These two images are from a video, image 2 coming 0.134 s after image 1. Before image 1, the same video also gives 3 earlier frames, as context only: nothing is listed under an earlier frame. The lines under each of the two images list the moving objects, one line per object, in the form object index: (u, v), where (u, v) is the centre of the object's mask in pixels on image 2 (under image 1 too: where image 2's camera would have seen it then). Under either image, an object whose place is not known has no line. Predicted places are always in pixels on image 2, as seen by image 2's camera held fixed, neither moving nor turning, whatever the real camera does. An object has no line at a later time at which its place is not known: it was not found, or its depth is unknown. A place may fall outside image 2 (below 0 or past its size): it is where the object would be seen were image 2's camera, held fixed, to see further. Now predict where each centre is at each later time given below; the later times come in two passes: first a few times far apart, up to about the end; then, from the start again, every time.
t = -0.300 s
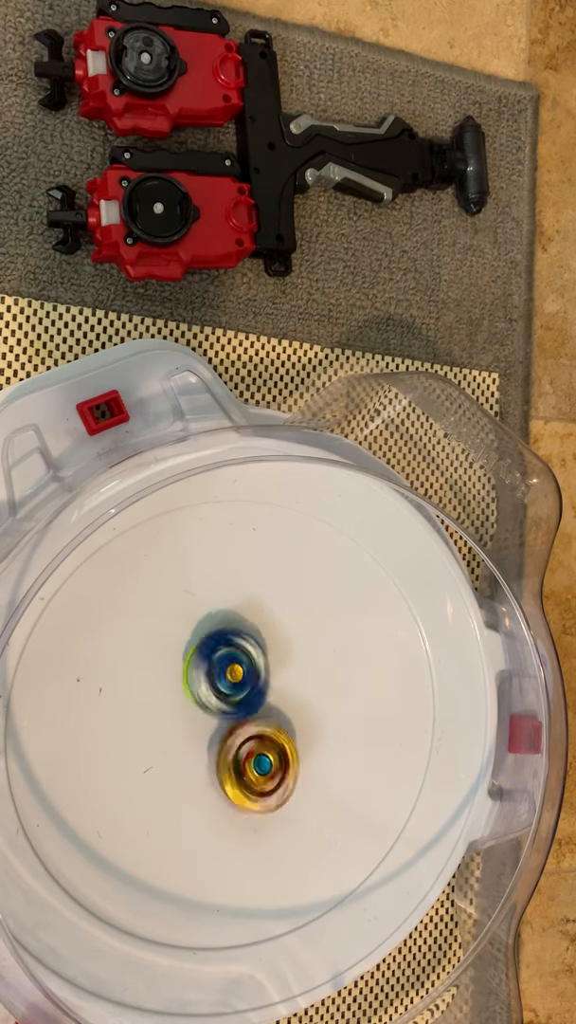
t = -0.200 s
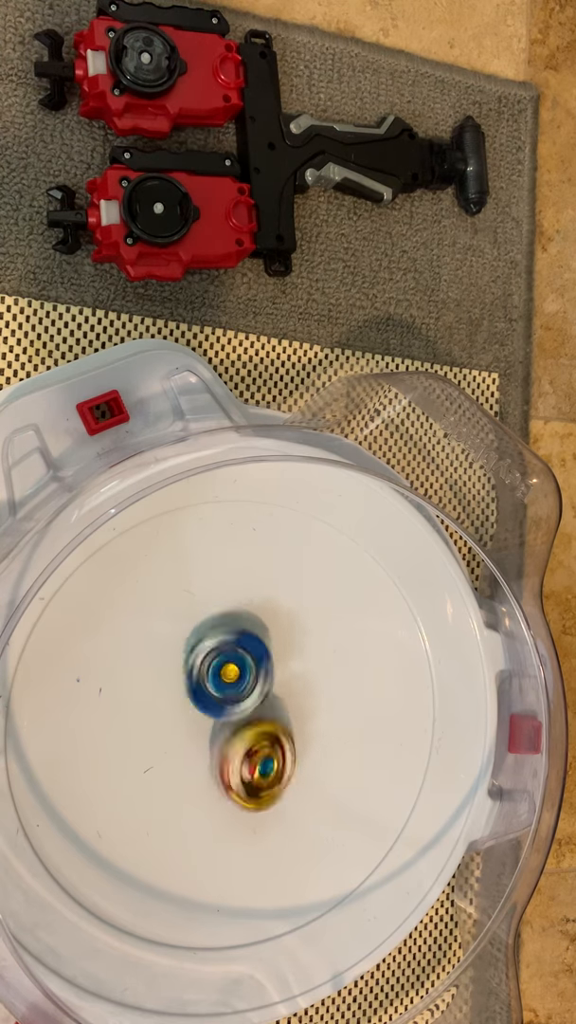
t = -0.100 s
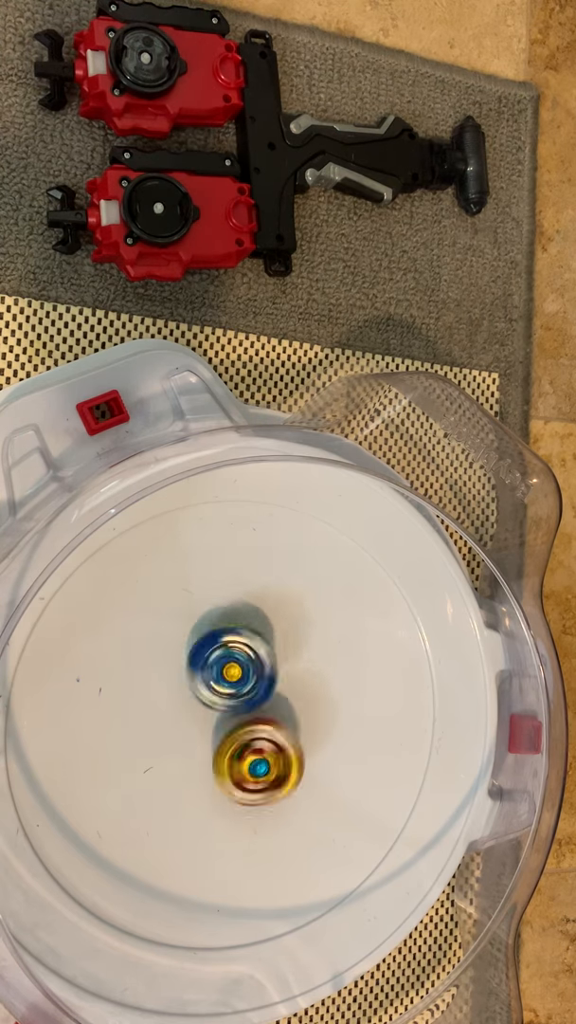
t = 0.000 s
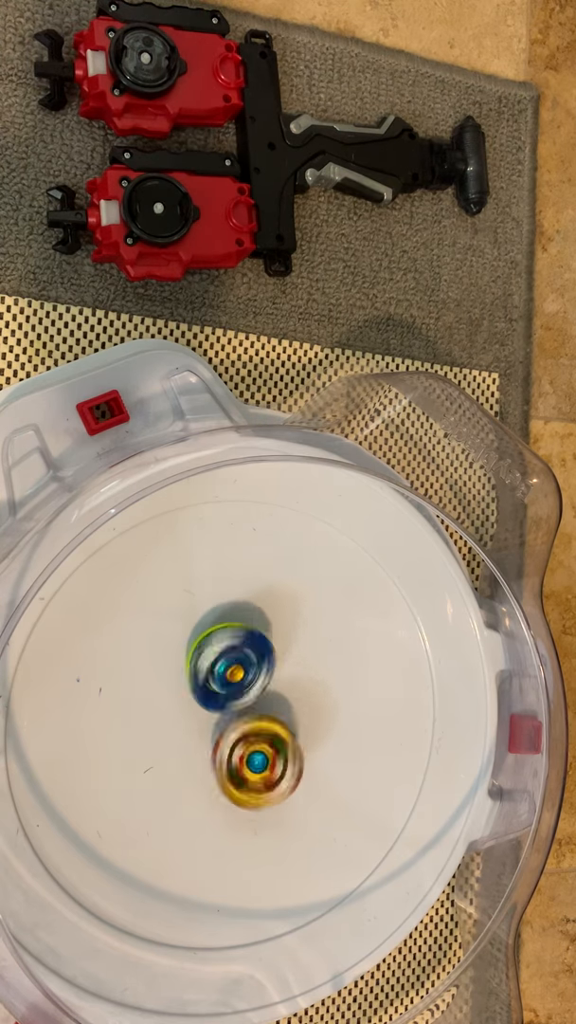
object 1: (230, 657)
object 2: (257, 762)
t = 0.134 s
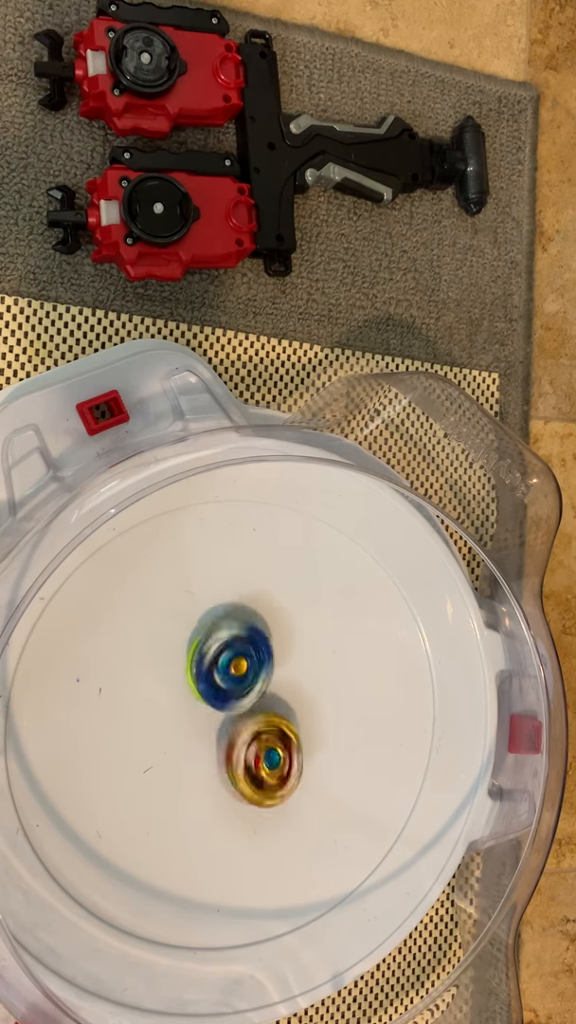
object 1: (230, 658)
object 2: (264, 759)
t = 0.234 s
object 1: (231, 659)
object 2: (264, 762)
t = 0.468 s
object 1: (232, 665)
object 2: (259, 769)
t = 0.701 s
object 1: (225, 678)
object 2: (249, 780)
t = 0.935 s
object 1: (231, 668)
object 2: (253, 772)
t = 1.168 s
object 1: (227, 665)
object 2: (252, 764)
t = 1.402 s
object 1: (239, 664)
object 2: (244, 768)
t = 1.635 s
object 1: (233, 660)
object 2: (257, 770)
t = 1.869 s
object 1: (231, 668)
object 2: (247, 769)
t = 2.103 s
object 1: (233, 671)
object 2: (249, 773)
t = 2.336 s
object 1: (234, 671)
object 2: (249, 773)
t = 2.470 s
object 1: (234, 671)
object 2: (249, 773)
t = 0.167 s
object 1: (231, 657)
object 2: (266, 762)
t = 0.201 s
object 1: (231, 656)
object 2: (264, 763)
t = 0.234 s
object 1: (231, 659)
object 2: (264, 762)
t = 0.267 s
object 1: (232, 661)
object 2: (261, 762)
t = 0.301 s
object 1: (232, 666)
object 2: (263, 761)
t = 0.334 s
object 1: (235, 667)
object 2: (262, 764)
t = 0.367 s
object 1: (235, 666)
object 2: (259, 766)
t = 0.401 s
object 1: (236, 663)
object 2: (257, 769)
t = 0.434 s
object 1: (233, 663)
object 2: (257, 769)
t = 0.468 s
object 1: (232, 665)
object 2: (259, 769)
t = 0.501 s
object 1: (230, 669)
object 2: (260, 768)
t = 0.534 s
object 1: (230, 672)
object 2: (262, 769)
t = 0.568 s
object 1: (230, 673)
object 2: (263, 770)
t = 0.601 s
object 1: (228, 674)
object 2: (263, 775)
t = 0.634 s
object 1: (227, 674)
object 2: (261, 779)
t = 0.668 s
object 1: (224, 676)
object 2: (254, 784)
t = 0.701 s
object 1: (225, 678)
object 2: (249, 780)
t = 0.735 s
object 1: (227, 677)
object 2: (248, 776)
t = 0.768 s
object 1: (228, 675)
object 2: (251, 774)
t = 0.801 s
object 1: (227, 672)
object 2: (253, 772)
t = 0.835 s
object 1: (230, 670)
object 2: (255, 771)
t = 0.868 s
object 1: (231, 669)
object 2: (255, 769)
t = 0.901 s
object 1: (230, 671)
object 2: (255, 769)
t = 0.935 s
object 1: (231, 668)
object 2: (253, 772)
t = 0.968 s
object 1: (230, 666)
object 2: (251, 769)
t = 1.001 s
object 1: (230, 666)
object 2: (251, 769)
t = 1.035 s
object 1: (229, 662)
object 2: (248, 773)
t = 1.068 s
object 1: (226, 662)
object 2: (245, 773)
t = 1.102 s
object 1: (225, 663)
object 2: (247, 770)
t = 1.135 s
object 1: (226, 663)
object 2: (248, 767)
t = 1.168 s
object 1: (227, 665)
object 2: (252, 764)
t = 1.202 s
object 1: (230, 668)
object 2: (256, 763)
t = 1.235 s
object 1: (233, 667)
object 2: (258, 763)
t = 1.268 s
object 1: (235, 666)
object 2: (256, 765)
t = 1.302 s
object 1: (236, 667)
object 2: (255, 767)
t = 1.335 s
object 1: (239, 667)
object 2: (252, 767)
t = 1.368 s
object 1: (241, 665)
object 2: (247, 769)
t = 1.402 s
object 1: (239, 664)
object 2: (244, 768)
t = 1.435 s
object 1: (237, 662)
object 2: (244, 769)
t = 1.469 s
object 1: (238, 662)
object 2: (244, 770)
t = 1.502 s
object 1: (238, 662)
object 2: (245, 769)
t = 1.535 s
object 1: (236, 663)
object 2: (247, 766)
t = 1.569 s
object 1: (234, 664)
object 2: (251, 765)
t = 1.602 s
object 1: (233, 662)
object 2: (255, 768)
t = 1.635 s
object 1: (233, 660)
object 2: (257, 770)
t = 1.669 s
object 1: (232, 659)
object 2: (257, 771)
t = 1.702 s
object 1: (231, 659)
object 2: (257, 771)
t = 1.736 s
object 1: (228, 659)
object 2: (256, 771)
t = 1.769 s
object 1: (227, 660)
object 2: (255, 770)
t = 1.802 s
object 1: (226, 661)
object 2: (252, 770)
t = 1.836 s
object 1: (227, 665)
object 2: (249, 769)
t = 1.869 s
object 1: (231, 668)
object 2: (247, 769)
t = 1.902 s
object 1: (234, 670)
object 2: (245, 769)
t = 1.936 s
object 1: (235, 669)
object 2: (245, 772)
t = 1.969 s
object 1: (235, 669)
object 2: (246, 773)
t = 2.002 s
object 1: (234, 670)
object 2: (248, 773)
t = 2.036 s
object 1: (234, 670)
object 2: (249, 773)
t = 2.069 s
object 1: (233, 671)
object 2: (249, 773)
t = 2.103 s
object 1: (233, 671)
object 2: (249, 773)
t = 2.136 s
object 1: (235, 672)
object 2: (249, 773)
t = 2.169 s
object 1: (234, 671)
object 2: (249, 773)
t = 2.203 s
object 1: (234, 671)
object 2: (249, 773)
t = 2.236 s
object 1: (234, 671)
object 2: (249, 773)
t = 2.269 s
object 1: (234, 671)
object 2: (249, 773)
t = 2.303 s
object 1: (234, 671)
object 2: (249, 773)
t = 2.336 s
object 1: (234, 671)
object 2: (249, 773)
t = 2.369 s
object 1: (234, 671)
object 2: (249, 773)
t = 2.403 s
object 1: (234, 671)
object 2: (249, 773)
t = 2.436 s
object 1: (234, 671)
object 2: (249, 773)
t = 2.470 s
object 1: (234, 671)
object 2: (249, 773)
